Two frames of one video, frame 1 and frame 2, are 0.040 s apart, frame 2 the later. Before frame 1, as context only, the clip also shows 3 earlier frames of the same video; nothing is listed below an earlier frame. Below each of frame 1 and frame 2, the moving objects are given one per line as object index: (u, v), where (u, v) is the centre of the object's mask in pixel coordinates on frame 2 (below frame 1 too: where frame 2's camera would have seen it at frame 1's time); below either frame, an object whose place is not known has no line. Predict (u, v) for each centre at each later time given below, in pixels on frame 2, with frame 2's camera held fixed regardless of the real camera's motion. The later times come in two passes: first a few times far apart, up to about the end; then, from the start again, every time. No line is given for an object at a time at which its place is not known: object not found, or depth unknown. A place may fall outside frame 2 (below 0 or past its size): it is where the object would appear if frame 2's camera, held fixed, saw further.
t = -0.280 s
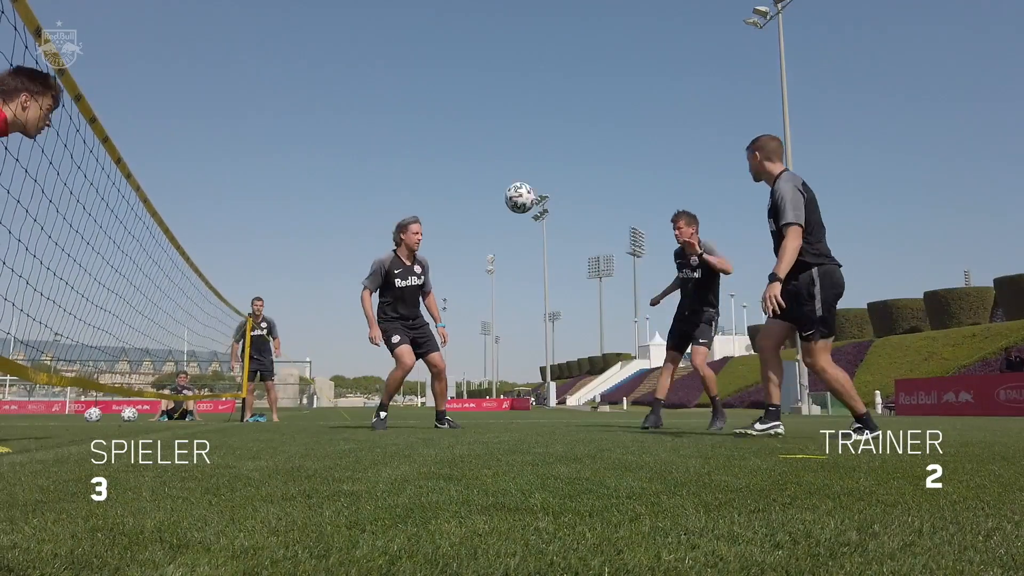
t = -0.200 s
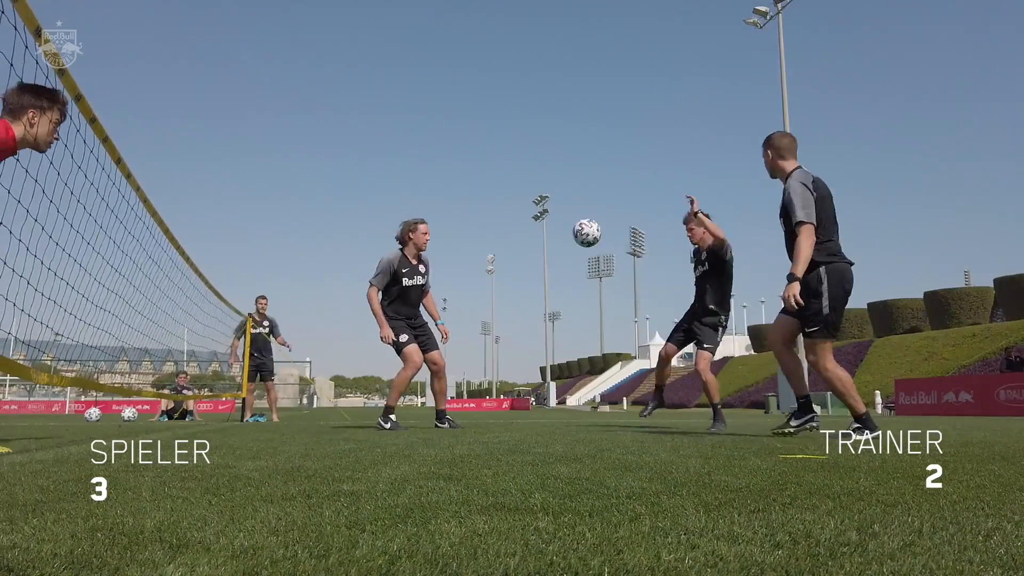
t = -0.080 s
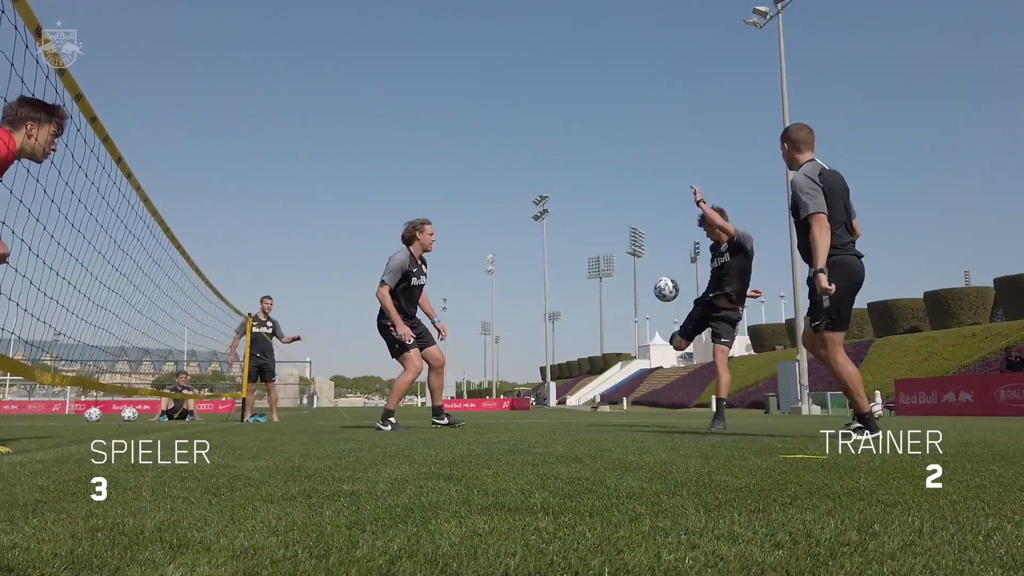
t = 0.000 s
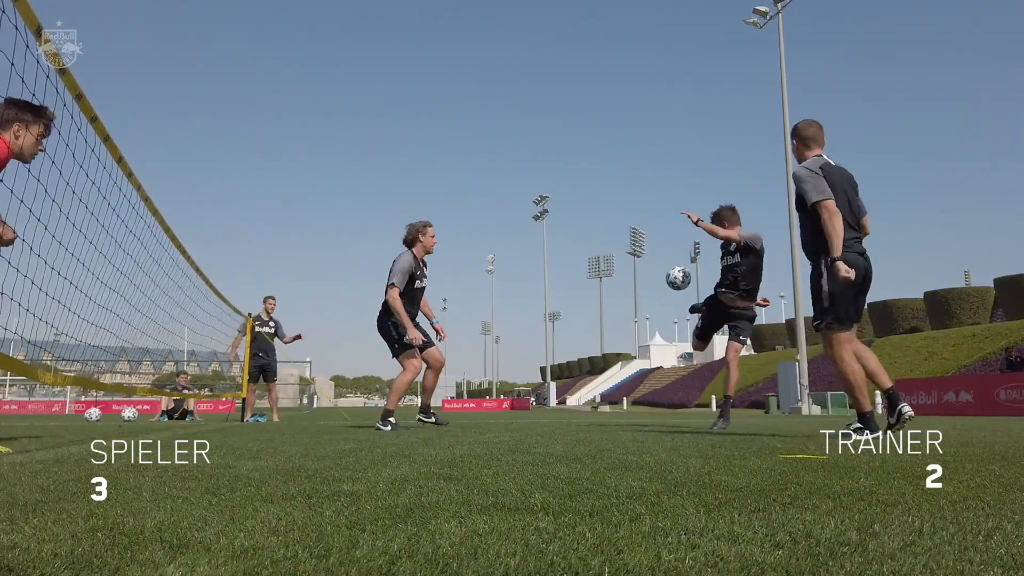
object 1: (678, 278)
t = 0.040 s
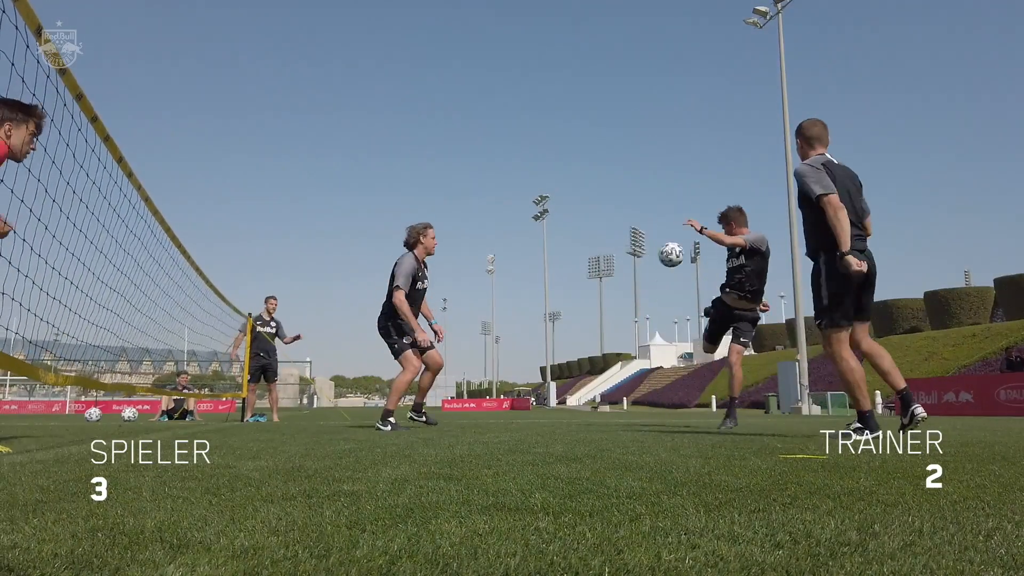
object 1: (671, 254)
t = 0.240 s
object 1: (631, 156)
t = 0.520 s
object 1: (560, 77)
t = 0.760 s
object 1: (478, 83)
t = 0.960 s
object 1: (385, 167)
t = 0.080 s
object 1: (664, 232)
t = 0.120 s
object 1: (656, 212)
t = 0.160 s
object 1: (648, 192)
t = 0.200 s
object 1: (639, 173)
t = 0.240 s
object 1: (631, 156)
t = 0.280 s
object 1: (622, 141)
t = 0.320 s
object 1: (613, 126)
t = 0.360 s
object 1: (604, 113)
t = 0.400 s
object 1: (593, 101)
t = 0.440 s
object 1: (583, 92)
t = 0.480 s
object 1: (572, 84)
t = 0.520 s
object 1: (560, 77)
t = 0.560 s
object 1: (548, 73)
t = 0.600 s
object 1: (536, 70)
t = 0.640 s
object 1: (522, 70)
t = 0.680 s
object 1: (509, 72)
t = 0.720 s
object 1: (493, 76)
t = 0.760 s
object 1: (478, 83)
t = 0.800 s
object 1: (462, 93)
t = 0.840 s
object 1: (444, 106)
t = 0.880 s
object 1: (426, 122)
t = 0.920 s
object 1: (406, 143)
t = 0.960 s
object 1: (385, 167)
